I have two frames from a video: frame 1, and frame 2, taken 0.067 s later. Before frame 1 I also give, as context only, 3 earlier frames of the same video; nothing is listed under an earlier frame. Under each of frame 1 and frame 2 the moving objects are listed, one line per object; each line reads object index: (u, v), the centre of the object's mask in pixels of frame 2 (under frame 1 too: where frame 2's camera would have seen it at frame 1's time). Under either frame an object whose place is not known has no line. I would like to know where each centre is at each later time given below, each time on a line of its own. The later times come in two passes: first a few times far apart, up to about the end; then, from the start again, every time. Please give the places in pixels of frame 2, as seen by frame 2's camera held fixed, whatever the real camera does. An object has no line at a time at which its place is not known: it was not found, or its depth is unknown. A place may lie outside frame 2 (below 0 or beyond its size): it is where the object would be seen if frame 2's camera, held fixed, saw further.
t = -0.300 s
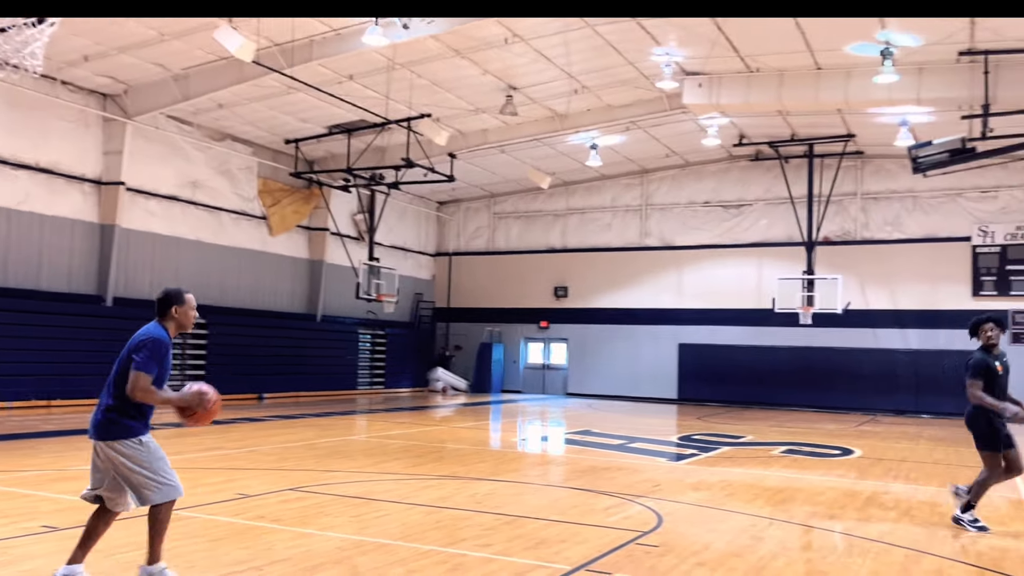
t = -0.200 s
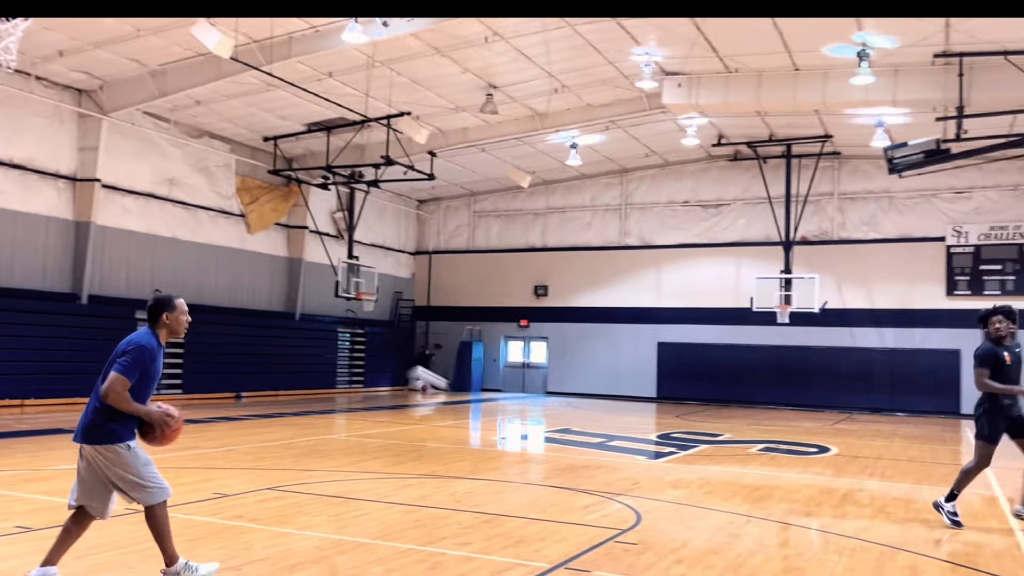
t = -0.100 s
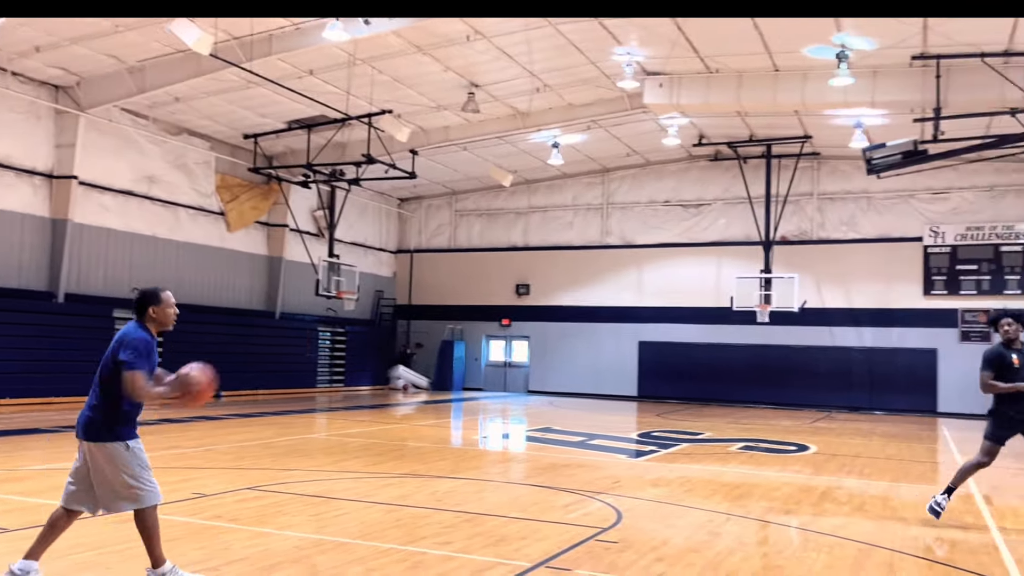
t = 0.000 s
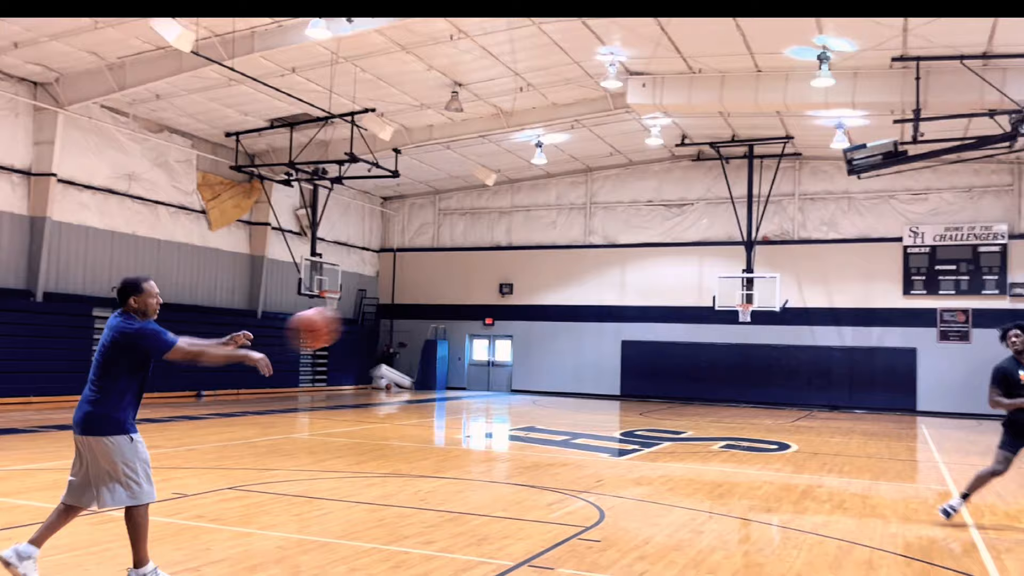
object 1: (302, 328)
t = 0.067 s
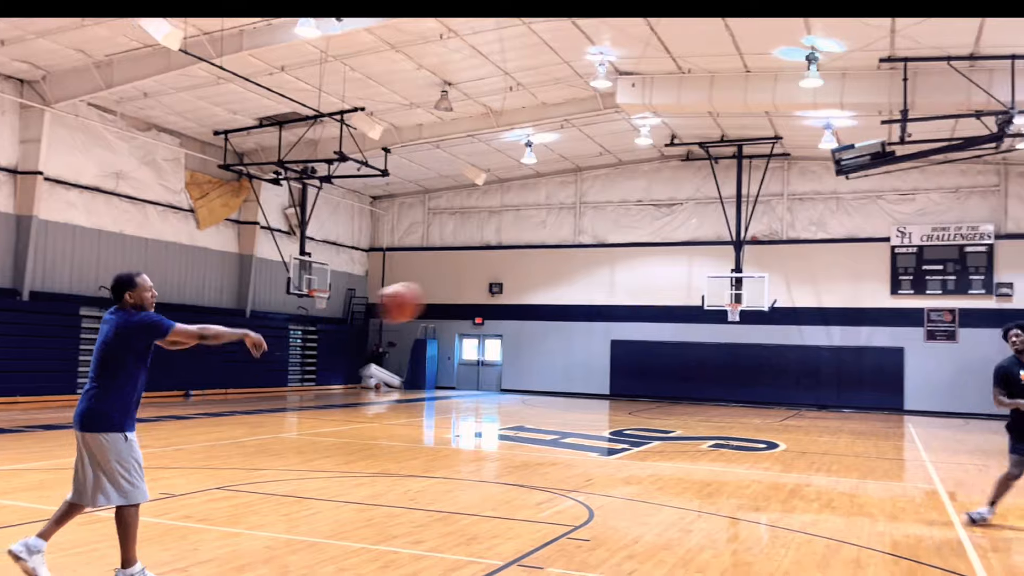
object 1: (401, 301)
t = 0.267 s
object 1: (647, 272)
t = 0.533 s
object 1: (917, 316)
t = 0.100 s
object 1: (445, 293)
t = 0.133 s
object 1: (488, 284)
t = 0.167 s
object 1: (531, 278)
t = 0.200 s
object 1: (570, 274)
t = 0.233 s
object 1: (610, 272)
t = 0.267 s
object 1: (647, 272)
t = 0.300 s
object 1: (685, 273)
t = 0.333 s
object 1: (721, 274)
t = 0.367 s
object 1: (756, 278)
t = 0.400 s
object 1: (789, 283)
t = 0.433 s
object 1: (823, 289)
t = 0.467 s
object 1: (856, 298)
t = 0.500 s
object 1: (888, 307)
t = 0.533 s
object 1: (917, 316)
